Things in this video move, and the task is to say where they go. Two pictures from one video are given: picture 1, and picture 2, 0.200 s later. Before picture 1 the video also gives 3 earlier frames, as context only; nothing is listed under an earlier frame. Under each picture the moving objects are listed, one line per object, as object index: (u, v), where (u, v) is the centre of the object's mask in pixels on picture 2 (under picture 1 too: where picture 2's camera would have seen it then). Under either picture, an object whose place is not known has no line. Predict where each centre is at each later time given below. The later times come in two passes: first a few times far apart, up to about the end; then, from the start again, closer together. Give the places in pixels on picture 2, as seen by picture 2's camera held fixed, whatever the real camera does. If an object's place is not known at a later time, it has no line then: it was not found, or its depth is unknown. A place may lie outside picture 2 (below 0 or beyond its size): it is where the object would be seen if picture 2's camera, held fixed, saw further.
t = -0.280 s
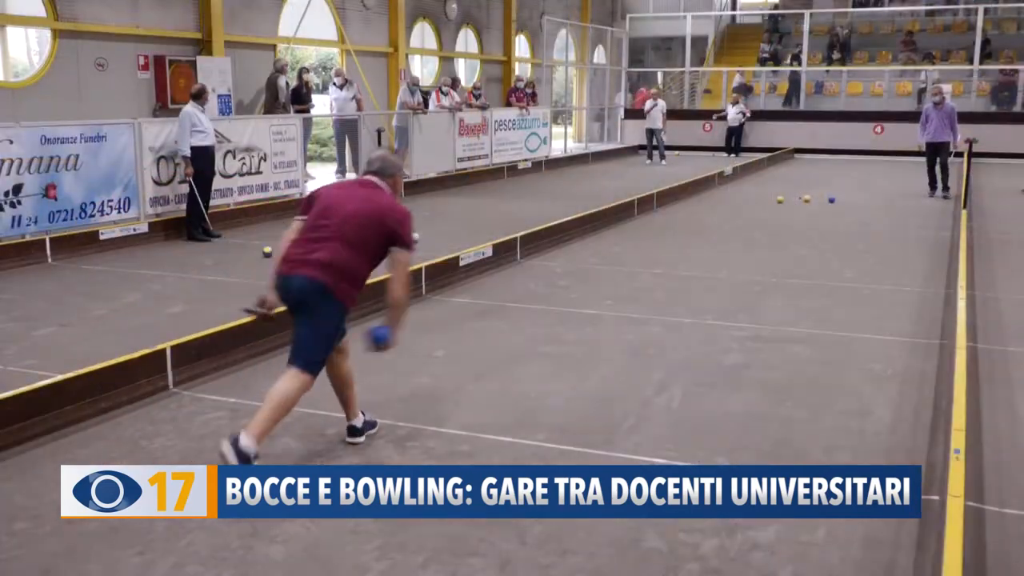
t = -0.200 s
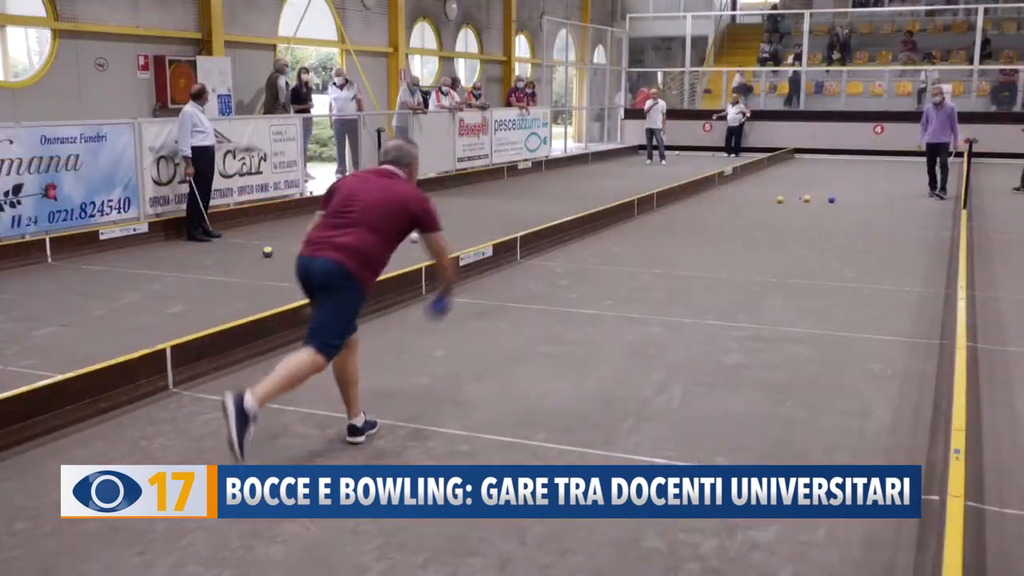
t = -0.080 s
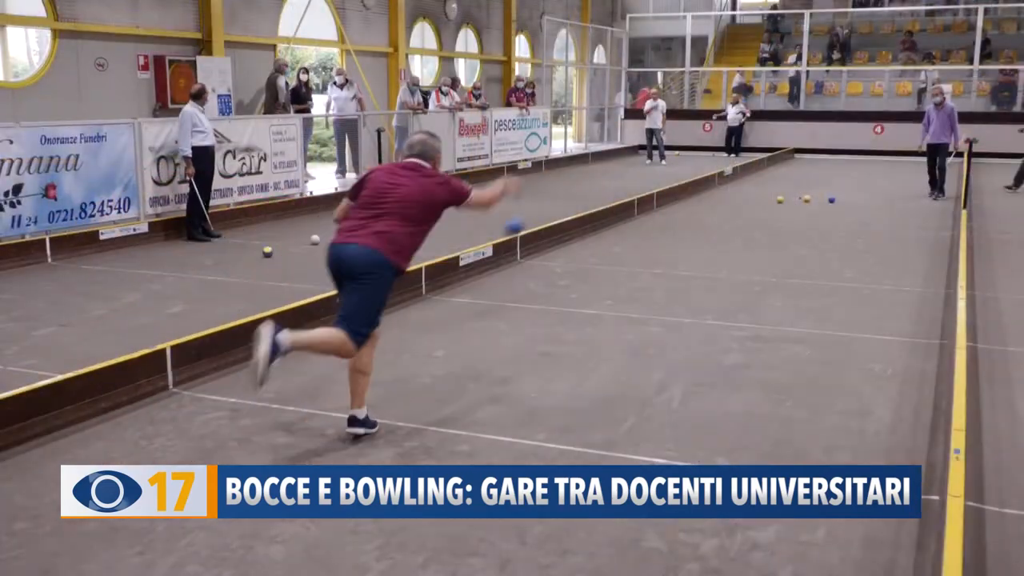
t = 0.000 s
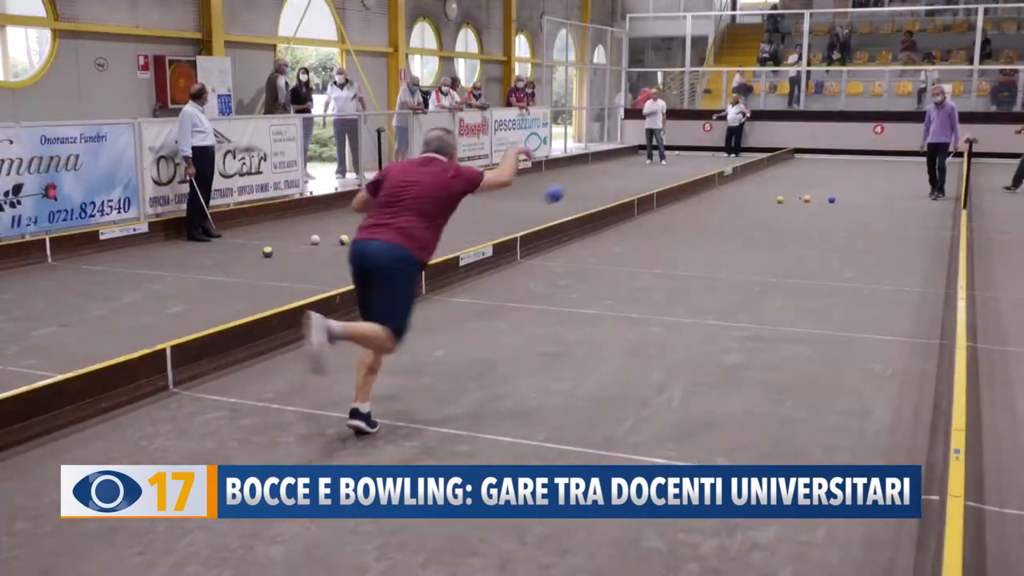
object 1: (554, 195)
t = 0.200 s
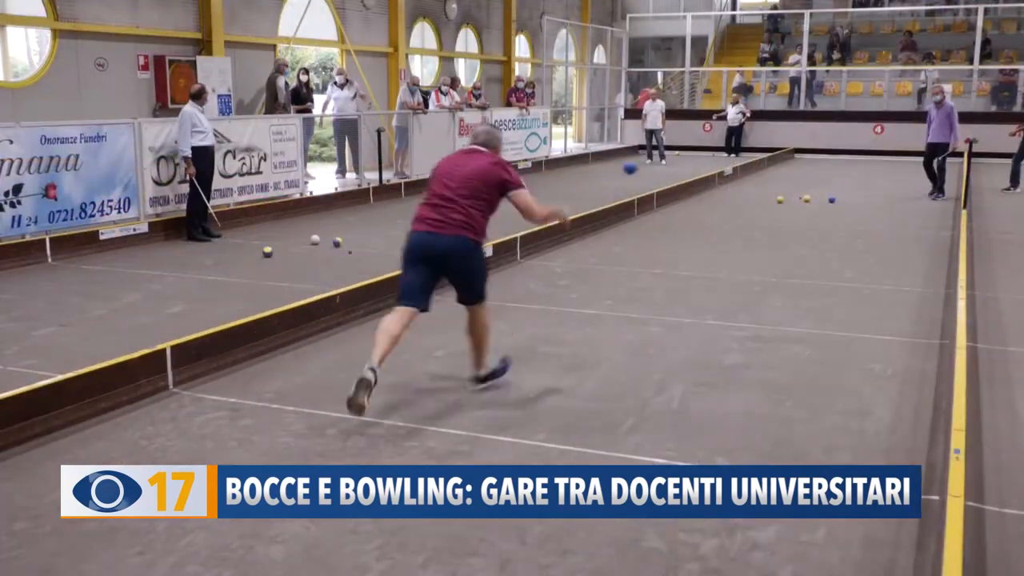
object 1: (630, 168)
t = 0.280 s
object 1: (653, 173)
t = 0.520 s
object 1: (705, 226)
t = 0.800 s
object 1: (746, 224)
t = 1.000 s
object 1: (767, 221)
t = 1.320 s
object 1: (791, 209)
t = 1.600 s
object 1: (806, 199)
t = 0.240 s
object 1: (642, 170)
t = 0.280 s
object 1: (653, 173)
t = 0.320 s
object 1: (663, 178)
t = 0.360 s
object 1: (672, 185)
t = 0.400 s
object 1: (682, 193)
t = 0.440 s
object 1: (691, 202)
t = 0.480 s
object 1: (698, 214)
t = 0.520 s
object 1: (705, 226)
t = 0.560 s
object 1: (712, 237)
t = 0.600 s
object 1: (718, 249)
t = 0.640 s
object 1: (725, 241)
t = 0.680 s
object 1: (730, 235)
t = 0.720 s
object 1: (736, 229)
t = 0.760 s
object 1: (741, 226)
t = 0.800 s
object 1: (746, 224)
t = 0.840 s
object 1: (750, 223)
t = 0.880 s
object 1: (755, 224)
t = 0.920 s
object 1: (759, 226)
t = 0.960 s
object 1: (763, 223)
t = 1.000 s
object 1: (767, 221)
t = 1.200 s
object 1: (783, 213)
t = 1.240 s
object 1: (786, 212)
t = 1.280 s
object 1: (788, 210)
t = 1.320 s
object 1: (791, 209)
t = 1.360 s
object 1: (793, 208)
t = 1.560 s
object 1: (805, 201)
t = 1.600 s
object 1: (806, 199)
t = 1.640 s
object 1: (808, 199)
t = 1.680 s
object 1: (810, 200)
